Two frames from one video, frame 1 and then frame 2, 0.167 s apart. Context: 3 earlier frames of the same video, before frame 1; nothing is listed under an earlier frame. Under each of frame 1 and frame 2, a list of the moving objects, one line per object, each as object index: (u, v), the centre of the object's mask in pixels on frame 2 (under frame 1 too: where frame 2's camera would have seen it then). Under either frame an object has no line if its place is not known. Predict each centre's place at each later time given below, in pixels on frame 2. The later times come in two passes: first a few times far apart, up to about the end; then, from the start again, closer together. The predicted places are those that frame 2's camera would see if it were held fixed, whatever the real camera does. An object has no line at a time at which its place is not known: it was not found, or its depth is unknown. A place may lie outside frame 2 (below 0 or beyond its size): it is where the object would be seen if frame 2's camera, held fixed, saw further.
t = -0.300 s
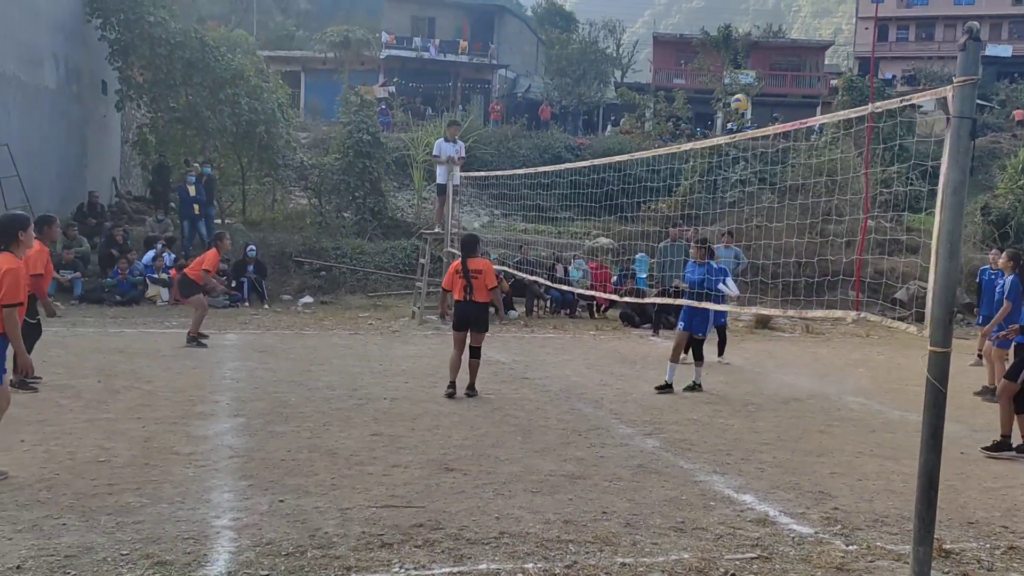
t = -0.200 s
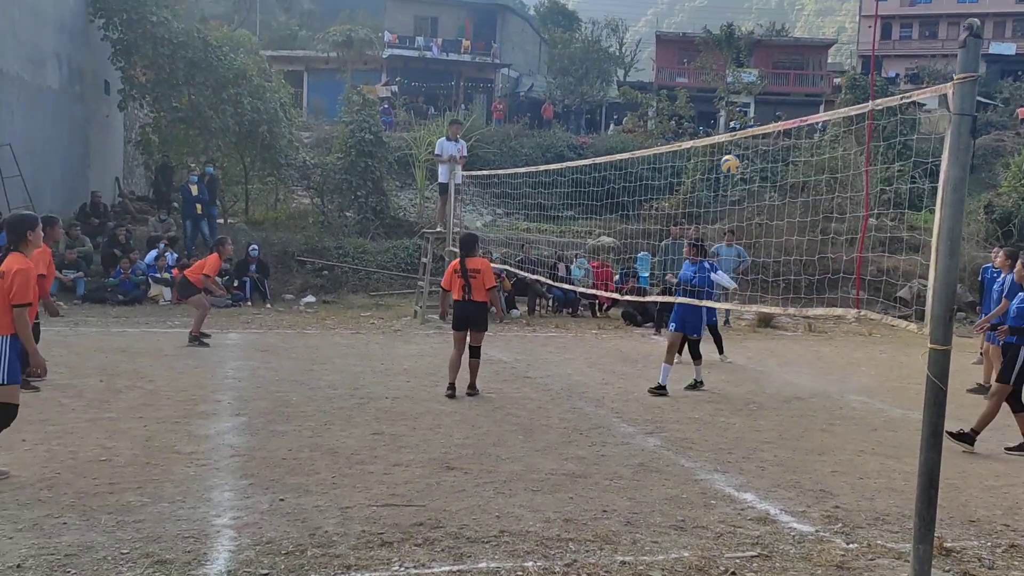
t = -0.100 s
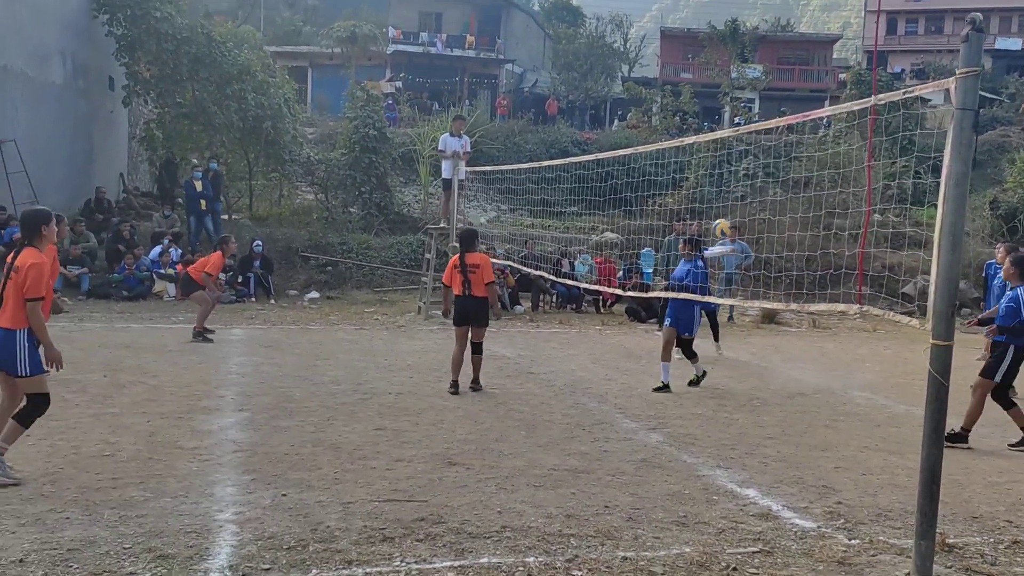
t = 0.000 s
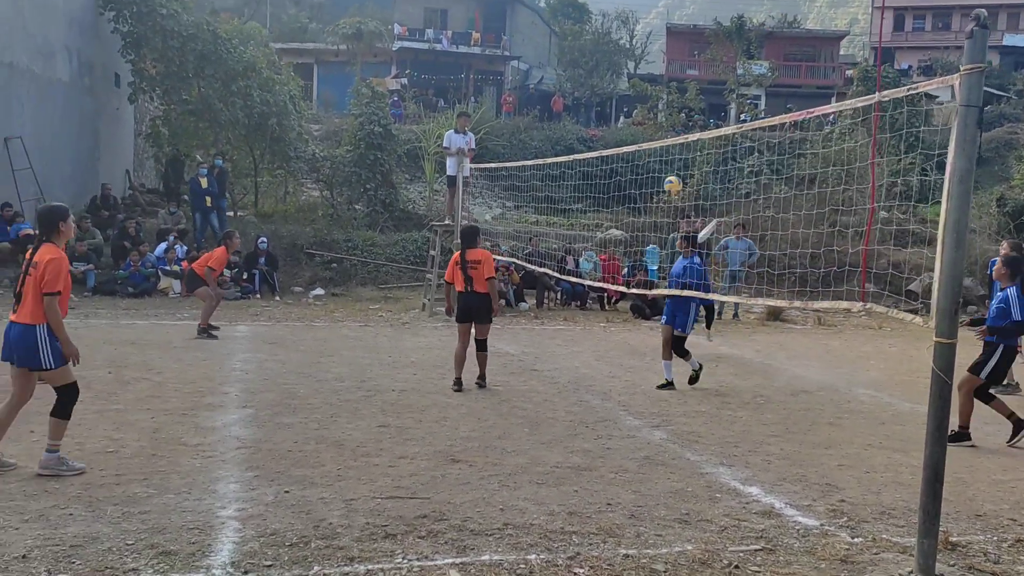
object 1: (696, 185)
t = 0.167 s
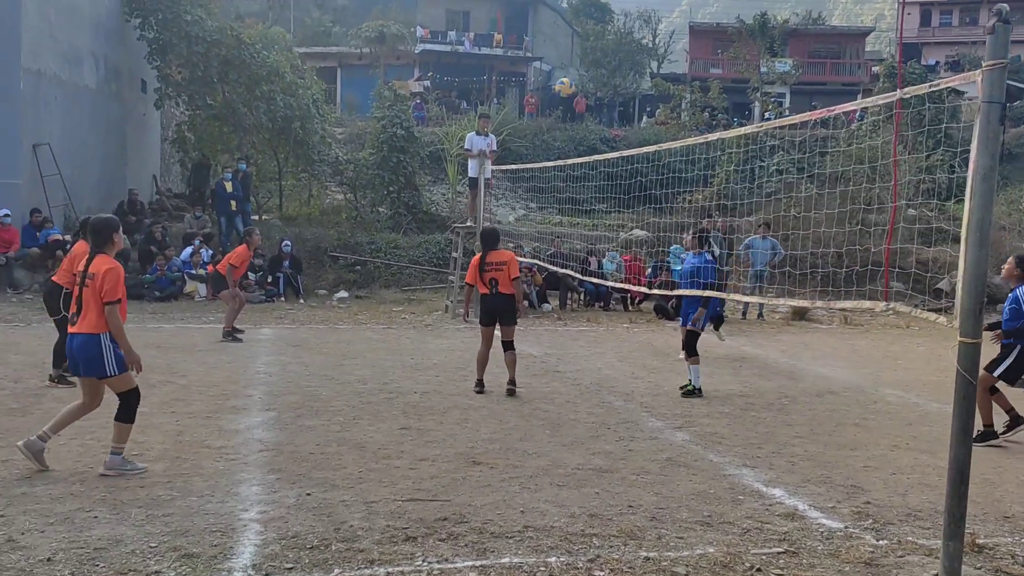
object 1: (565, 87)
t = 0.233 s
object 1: (519, 63)
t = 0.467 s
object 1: (358, 6)
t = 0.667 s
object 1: (216, -1)
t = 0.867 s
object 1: (72, 31)
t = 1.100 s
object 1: (-97, 121)
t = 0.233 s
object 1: (519, 63)
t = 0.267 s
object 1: (497, 52)
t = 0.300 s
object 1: (474, 42)
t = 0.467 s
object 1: (358, 6)
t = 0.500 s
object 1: (334, 3)
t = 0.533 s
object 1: (311, -1)
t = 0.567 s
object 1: (287, -3)
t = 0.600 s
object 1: (263, -3)
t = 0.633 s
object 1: (240, -3)
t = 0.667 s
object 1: (216, -1)
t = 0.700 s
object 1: (192, 2)
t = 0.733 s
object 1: (168, 6)
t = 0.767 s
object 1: (145, 9)
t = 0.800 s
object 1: (121, 15)
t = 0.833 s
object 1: (97, 22)
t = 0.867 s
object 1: (72, 31)
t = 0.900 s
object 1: (47, 40)
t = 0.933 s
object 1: (24, 50)
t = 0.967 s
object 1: (0, 62)
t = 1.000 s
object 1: (-24, 75)
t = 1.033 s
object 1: (-49, 89)
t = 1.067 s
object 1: (-73, 105)
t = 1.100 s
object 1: (-97, 121)
